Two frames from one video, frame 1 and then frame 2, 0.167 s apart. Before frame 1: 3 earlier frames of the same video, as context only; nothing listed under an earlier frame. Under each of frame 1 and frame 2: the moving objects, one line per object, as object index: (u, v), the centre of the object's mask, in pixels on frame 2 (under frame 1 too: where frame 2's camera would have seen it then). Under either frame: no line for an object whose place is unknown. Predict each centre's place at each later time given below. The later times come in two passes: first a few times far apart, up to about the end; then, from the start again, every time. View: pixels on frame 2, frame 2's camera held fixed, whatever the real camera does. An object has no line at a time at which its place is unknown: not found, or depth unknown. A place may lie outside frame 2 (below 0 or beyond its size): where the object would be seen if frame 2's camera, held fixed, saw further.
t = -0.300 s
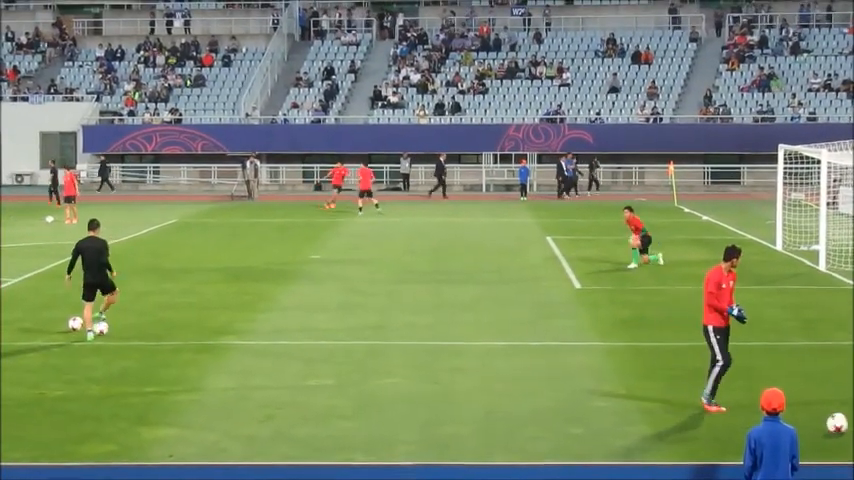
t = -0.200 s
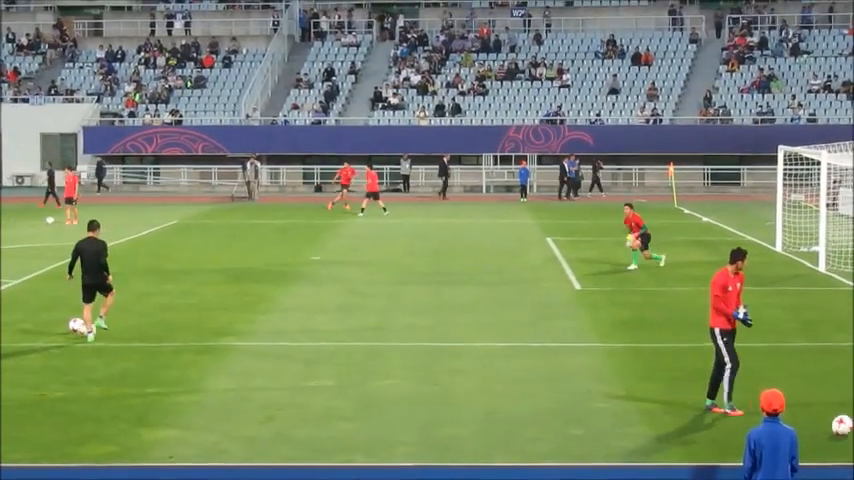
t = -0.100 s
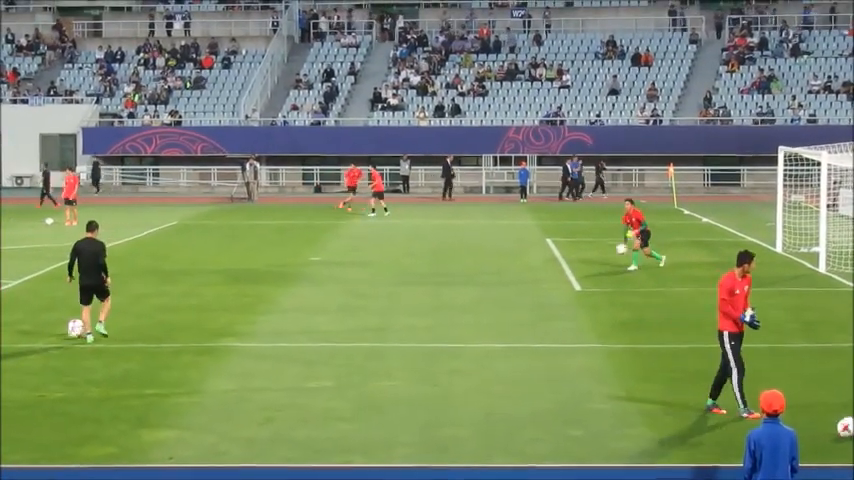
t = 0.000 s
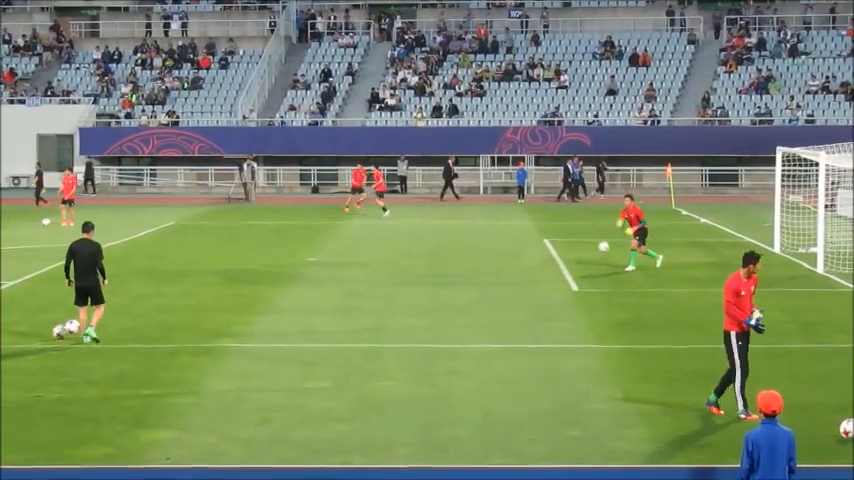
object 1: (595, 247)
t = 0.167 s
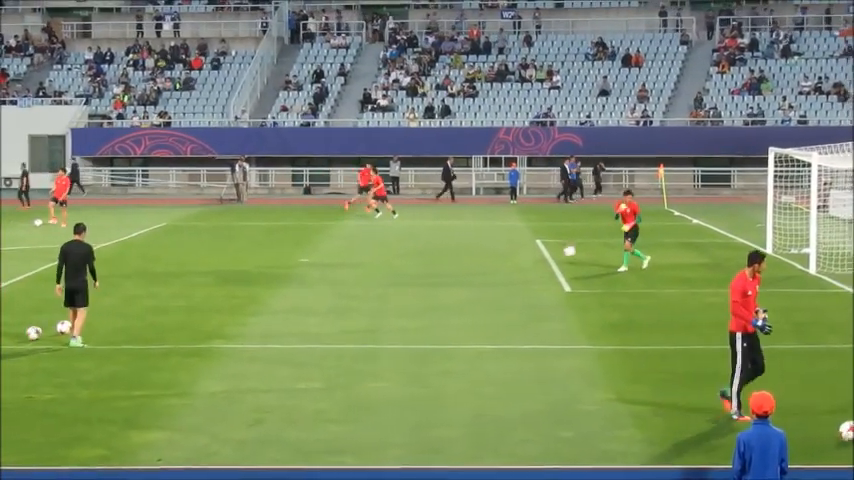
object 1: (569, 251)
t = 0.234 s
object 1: (558, 257)
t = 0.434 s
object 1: (526, 276)
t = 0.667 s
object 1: (498, 270)
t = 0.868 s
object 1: (472, 288)
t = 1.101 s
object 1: (442, 287)
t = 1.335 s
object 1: (413, 295)
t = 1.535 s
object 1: (388, 299)
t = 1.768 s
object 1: (359, 305)
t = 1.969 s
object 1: (334, 309)
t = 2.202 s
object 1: (307, 313)
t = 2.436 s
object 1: (277, 316)
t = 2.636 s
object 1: (253, 319)
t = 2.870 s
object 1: (226, 322)
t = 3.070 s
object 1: (204, 325)
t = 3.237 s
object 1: (186, 328)
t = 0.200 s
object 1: (564, 254)
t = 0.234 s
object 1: (558, 257)
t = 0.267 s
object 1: (552, 261)
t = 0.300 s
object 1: (547, 265)
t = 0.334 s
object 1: (541, 270)
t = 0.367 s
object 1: (535, 276)
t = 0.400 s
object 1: (530, 278)
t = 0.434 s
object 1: (526, 276)
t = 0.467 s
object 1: (523, 272)
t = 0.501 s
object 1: (518, 270)
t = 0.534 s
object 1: (514, 269)
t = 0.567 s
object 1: (510, 268)
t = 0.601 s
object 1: (506, 268)
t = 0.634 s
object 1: (502, 268)
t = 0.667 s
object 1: (498, 270)
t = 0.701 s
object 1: (494, 271)
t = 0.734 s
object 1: (489, 273)
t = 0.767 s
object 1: (484, 276)
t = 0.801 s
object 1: (481, 279)
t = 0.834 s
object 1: (476, 283)
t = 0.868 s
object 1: (472, 288)
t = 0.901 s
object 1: (467, 290)
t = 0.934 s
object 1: (463, 287)
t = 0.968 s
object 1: (459, 286)
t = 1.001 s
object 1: (455, 286)
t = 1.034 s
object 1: (451, 285)
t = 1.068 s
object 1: (447, 286)
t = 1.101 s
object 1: (442, 287)
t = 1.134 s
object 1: (439, 290)
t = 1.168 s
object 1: (434, 292)
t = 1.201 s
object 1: (430, 295)
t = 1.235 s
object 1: (426, 296)
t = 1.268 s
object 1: (421, 295)
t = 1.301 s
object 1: (417, 295)
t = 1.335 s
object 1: (413, 295)
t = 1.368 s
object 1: (409, 295)
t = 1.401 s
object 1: (404, 297)
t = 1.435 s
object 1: (400, 299)
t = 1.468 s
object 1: (396, 301)
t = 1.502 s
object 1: (392, 301)
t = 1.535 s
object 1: (388, 299)
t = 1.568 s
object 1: (384, 300)
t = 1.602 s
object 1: (379, 300)
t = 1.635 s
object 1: (375, 301)
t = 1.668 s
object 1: (371, 303)
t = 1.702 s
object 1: (367, 305)
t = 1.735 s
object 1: (363, 305)
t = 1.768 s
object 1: (359, 305)
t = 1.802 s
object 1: (355, 305)
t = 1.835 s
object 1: (351, 306)
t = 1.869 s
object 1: (347, 307)
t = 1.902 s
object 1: (342, 308)
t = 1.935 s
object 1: (338, 308)
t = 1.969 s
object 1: (334, 309)
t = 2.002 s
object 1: (331, 309)
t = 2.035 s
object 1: (327, 311)
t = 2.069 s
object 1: (323, 311)
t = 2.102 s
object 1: (319, 311)
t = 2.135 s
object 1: (315, 312)
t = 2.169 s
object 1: (311, 313)
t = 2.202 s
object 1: (307, 313)
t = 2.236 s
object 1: (302, 313)
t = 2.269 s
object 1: (298, 314)
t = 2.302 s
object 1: (293, 315)
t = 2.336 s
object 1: (290, 315)
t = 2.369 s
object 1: (285, 315)
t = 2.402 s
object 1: (282, 315)
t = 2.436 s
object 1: (277, 316)
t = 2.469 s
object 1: (273, 317)
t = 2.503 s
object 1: (269, 317)
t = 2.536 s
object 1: (265, 317)
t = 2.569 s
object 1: (261, 317)
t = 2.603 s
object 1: (257, 318)
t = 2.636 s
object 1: (253, 319)
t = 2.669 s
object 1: (249, 319)
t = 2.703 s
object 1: (246, 319)
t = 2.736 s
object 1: (242, 319)
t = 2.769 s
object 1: (237, 320)
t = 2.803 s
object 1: (234, 321)
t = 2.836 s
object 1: (229, 322)
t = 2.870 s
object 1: (226, 322)
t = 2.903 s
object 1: (222, 322)
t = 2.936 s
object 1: (219, 323)
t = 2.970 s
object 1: (215, 323)
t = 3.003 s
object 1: (211, 324)
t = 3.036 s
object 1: (208, 324)
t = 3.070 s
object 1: (204, 325)
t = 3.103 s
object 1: (200, 326)
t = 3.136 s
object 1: (197, 326)
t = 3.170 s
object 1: (193, 326)
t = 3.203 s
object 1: (189, 327)
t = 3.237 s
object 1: (186, 328)
